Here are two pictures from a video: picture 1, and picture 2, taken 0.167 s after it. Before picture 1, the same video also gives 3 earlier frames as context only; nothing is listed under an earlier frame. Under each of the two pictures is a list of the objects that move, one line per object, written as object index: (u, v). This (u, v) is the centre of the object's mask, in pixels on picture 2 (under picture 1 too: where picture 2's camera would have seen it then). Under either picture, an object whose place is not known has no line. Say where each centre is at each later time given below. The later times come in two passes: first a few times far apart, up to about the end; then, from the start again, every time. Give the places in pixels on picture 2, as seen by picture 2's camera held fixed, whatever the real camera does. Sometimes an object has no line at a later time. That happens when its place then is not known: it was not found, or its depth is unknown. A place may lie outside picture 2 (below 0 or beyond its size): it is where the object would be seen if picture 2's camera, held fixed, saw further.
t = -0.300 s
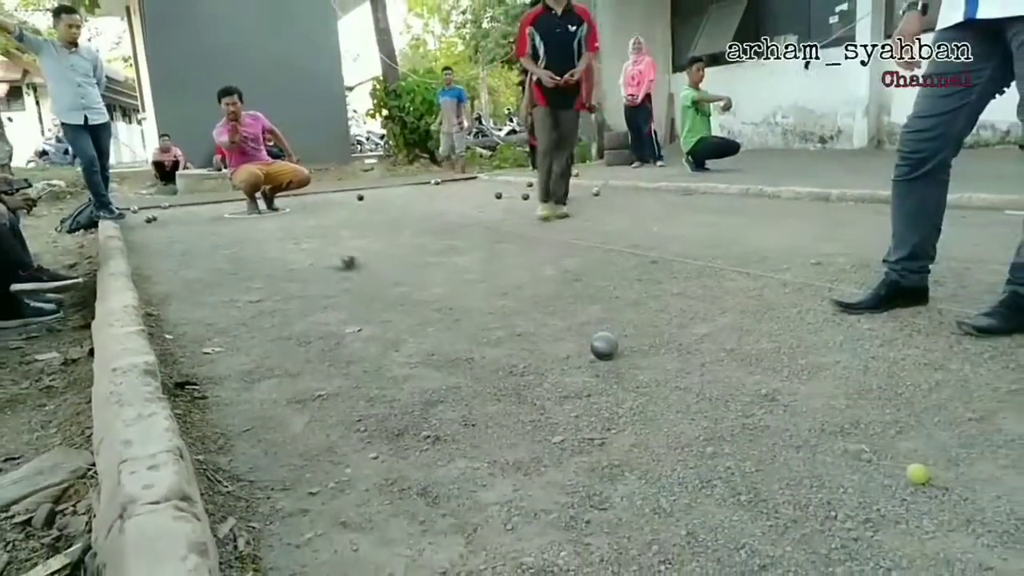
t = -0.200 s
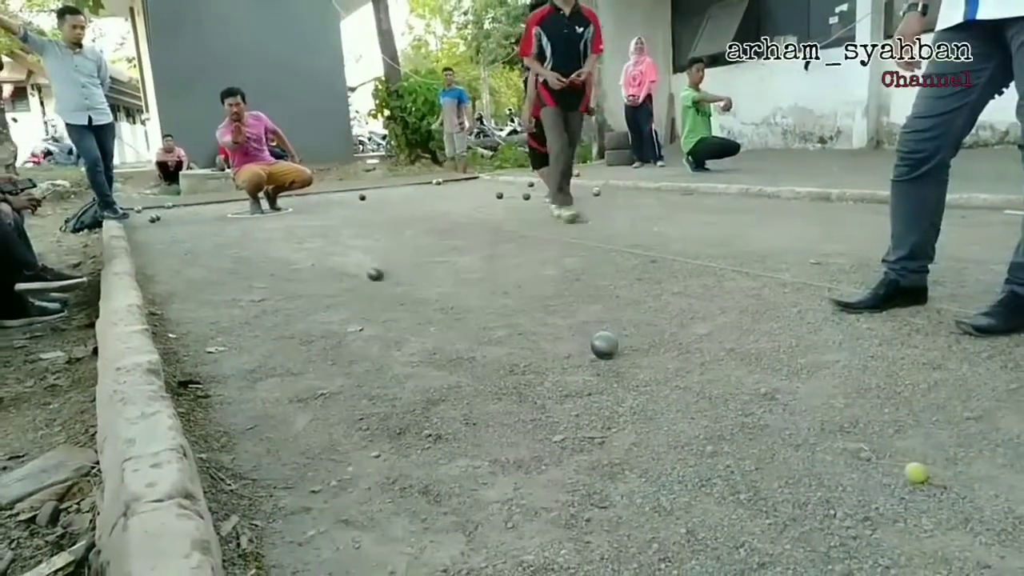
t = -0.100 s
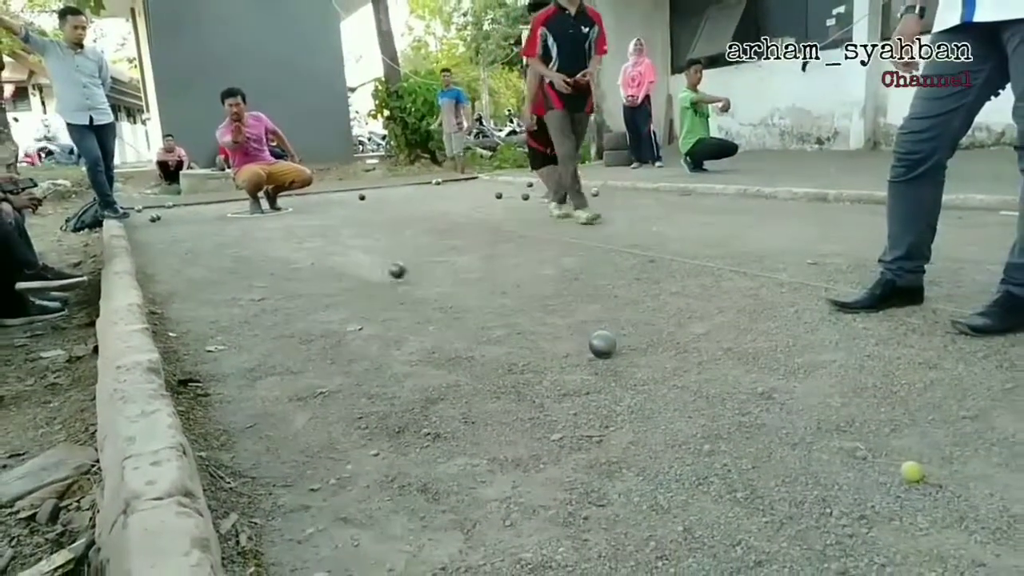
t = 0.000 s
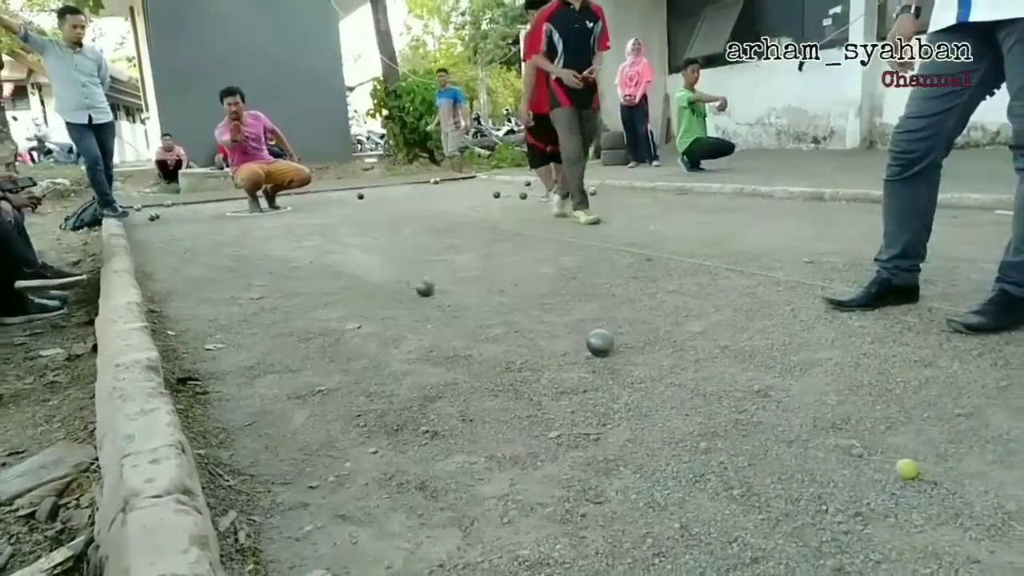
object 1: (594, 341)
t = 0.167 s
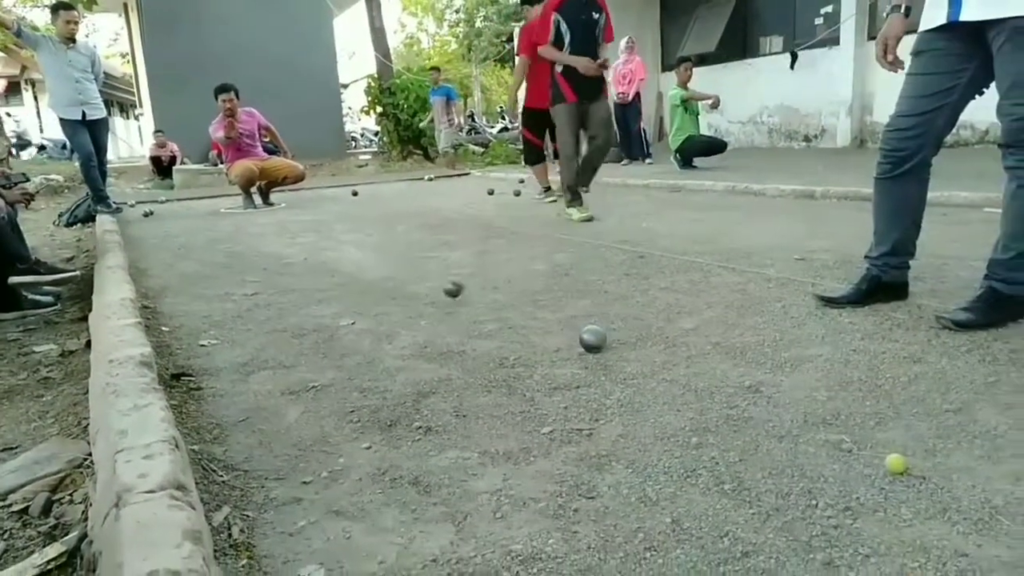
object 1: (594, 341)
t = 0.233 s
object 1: (594, 341)
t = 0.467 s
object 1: (620, 347)
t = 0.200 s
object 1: (594, 341)
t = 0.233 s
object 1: (594, 341)
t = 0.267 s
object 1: (594, 341)
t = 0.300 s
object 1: (594, 340)
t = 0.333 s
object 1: (594, 340)
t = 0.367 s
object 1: (594, 340)
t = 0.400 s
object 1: (594, 340)
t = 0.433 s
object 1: (593, 339)
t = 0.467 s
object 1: (620, 347)
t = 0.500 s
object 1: (631, 352)
